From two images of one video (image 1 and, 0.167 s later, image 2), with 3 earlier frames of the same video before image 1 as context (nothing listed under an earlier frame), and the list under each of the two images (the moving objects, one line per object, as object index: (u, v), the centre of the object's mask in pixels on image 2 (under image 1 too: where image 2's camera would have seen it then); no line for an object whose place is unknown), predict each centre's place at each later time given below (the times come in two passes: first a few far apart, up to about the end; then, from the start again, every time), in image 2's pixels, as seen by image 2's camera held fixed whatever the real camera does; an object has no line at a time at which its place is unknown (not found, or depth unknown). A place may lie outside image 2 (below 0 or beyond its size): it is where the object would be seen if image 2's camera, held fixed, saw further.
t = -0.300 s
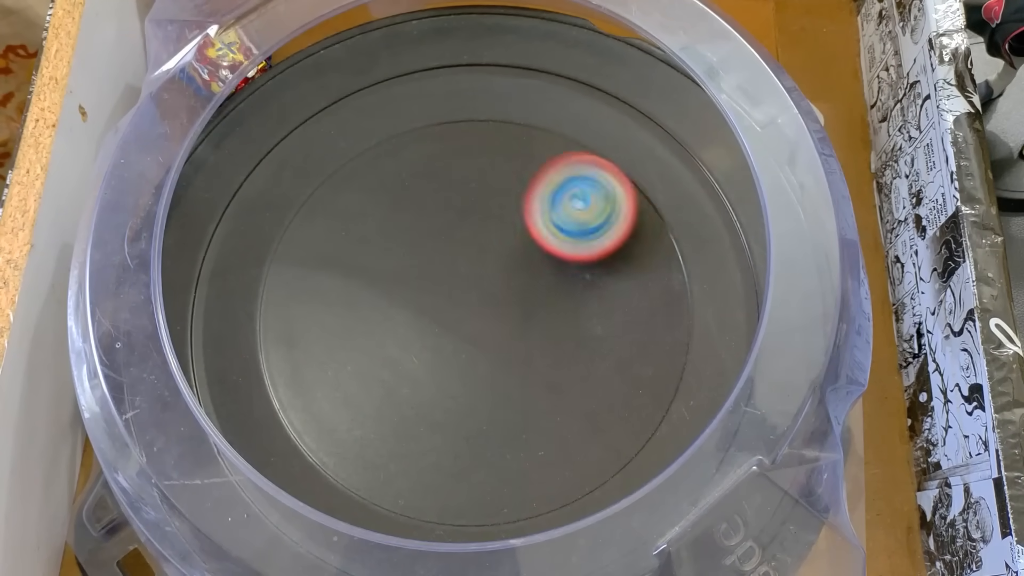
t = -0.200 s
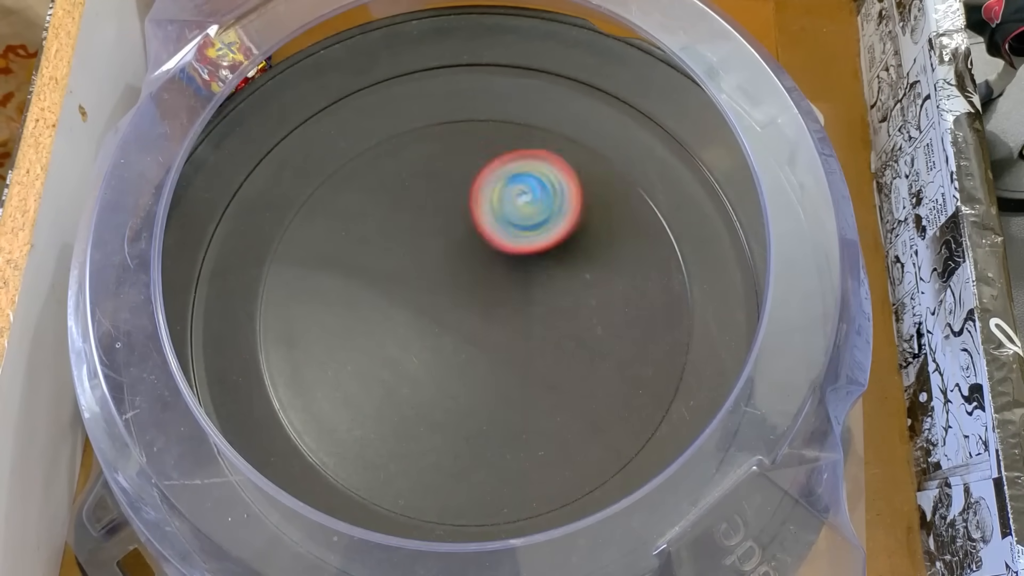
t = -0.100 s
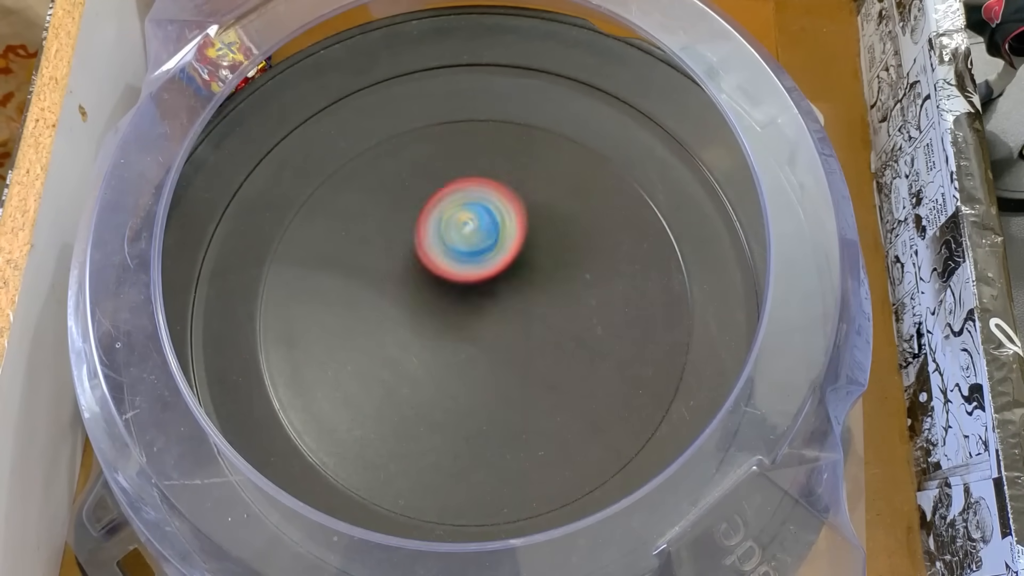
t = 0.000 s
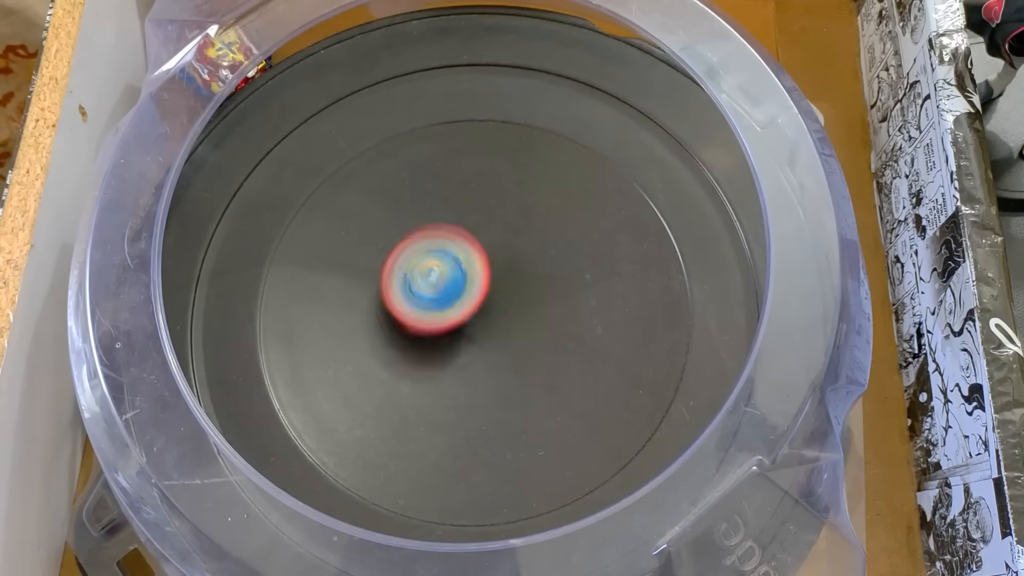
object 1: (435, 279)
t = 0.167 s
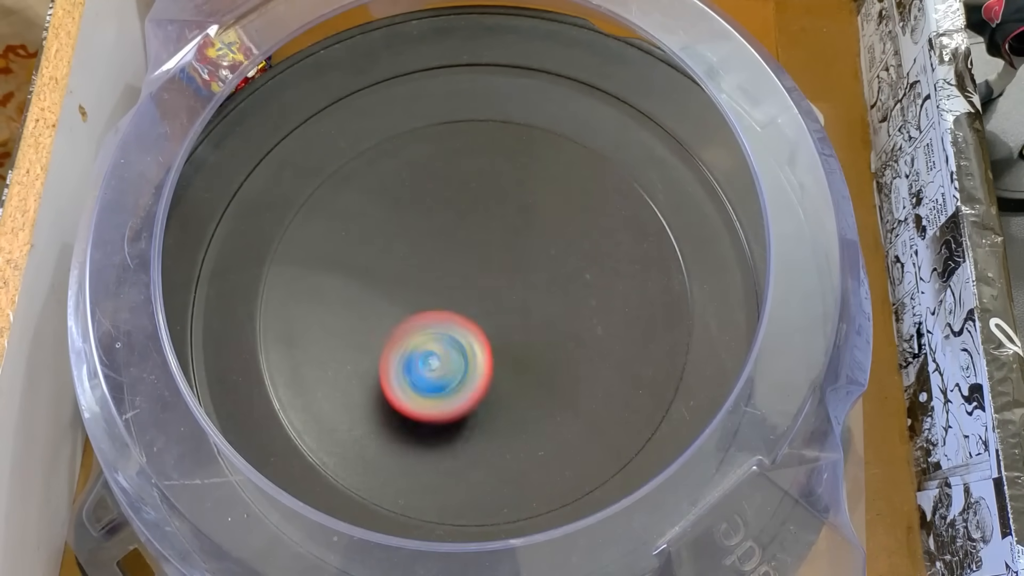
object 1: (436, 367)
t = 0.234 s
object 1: (455, 394)
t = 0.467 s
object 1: (565, 397)
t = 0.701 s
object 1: (522, 282)
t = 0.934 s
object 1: (397, 274)
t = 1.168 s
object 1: (346, 364)
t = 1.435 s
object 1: (487, 358)
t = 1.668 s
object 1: (511, 241)
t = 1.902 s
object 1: (419, 193)
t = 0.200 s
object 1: (444, 381)
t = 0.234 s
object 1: (455, 394)
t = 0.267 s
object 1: (468, 405)
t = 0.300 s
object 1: (483, 414)
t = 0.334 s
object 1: (500, 420)
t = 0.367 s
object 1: (518, 421)
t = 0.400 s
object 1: (536, 418)
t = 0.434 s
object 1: (552, 410)
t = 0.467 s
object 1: (565, 397)
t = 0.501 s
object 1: (572, 381)
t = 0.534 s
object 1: (573, 362)
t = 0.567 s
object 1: (570, 343)
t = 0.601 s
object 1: (563, 325)
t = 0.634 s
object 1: (552, 308)
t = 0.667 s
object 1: (538, 293)
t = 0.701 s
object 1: (522, 282)
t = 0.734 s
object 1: (504, 273)
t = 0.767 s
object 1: (486, 267)
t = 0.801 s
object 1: (467, 263)
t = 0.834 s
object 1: (449, 262)
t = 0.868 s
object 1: (431, 264)
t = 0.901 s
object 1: (413, 268)
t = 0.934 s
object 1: (397, 274)
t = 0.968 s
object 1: (383, 282)
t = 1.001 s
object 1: (369, 292)
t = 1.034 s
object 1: (358, 304)
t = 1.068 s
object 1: (350, 317)
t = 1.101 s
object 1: (344, 332)
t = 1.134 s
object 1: (342, 348)
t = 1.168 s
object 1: (346, 364)
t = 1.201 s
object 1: (356, 377)
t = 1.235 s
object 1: (371, 387)
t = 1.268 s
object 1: (390, 391)
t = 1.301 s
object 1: (411, 392)
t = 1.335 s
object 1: (432, 388)
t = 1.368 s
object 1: (452, 381)
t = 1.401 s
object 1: (471, 371)
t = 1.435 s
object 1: (487, 358)
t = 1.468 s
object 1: (500, 344)
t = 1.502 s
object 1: (509, 327)
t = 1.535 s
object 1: (515, 309)
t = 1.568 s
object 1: (518, 291)
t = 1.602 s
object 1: (518, 273)
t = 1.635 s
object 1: (516, 257)
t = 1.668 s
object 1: (511, 241)
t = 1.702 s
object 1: (502, 227)
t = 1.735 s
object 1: (493, 215)
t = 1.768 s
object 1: (480, 204)
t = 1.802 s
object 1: (467, 196)
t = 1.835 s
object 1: (451, 191)
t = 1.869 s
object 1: (435, 189)
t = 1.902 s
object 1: (419, 193)
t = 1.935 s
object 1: (405, 201)
